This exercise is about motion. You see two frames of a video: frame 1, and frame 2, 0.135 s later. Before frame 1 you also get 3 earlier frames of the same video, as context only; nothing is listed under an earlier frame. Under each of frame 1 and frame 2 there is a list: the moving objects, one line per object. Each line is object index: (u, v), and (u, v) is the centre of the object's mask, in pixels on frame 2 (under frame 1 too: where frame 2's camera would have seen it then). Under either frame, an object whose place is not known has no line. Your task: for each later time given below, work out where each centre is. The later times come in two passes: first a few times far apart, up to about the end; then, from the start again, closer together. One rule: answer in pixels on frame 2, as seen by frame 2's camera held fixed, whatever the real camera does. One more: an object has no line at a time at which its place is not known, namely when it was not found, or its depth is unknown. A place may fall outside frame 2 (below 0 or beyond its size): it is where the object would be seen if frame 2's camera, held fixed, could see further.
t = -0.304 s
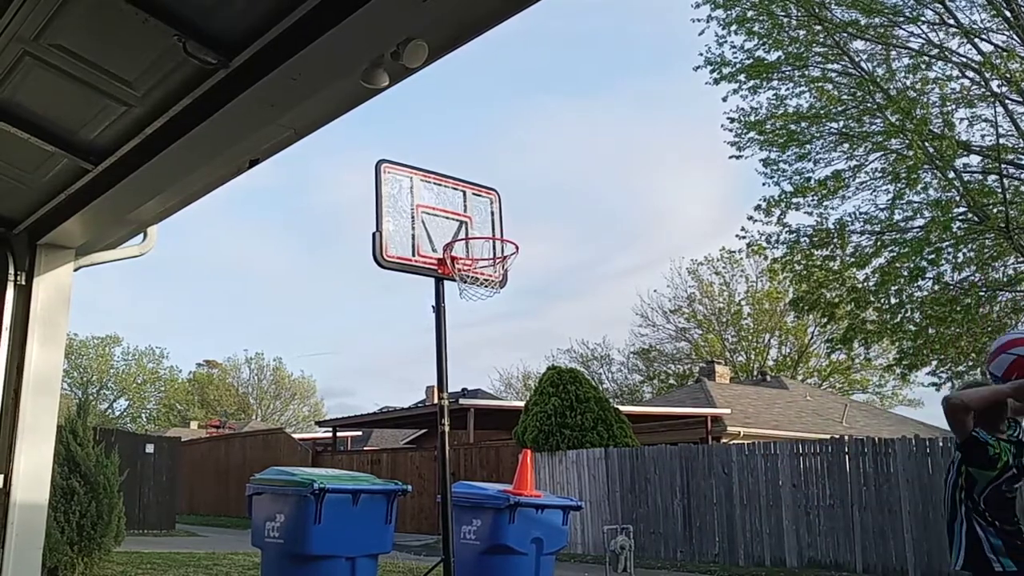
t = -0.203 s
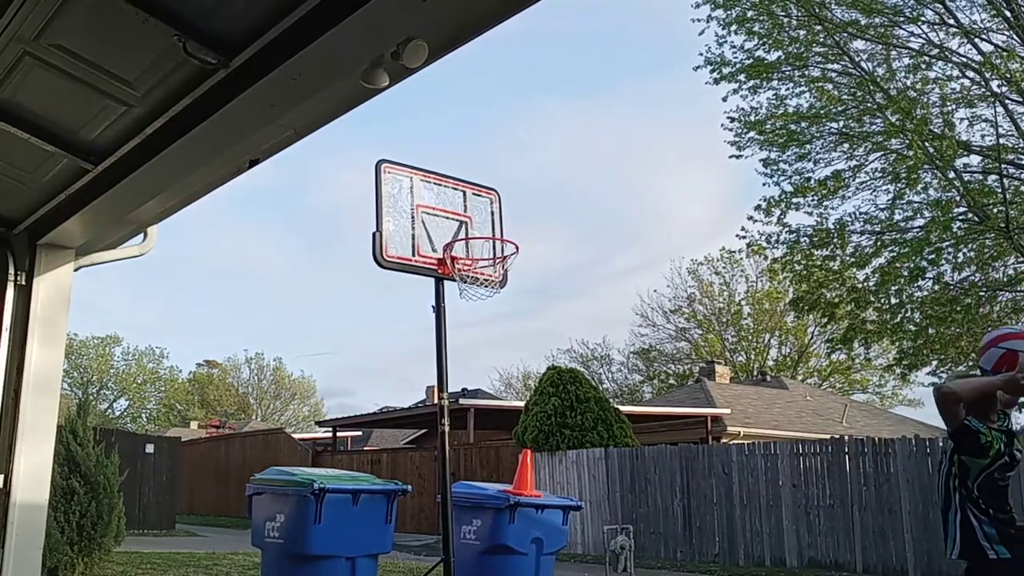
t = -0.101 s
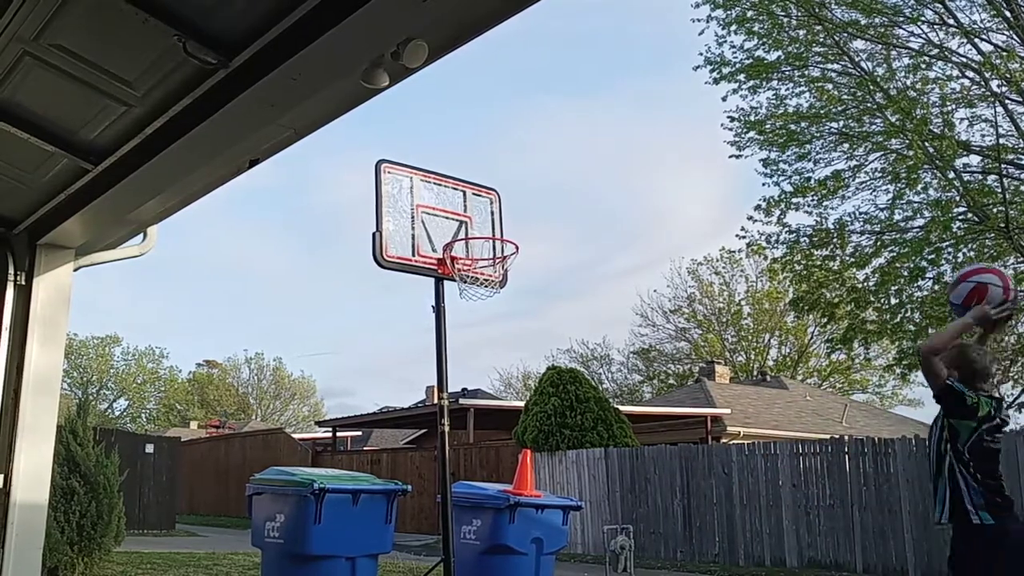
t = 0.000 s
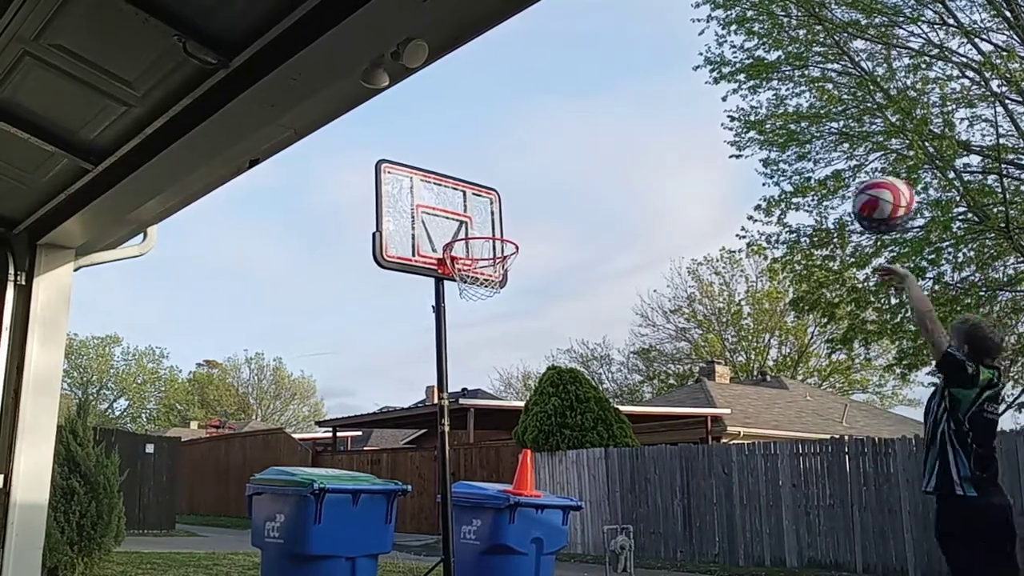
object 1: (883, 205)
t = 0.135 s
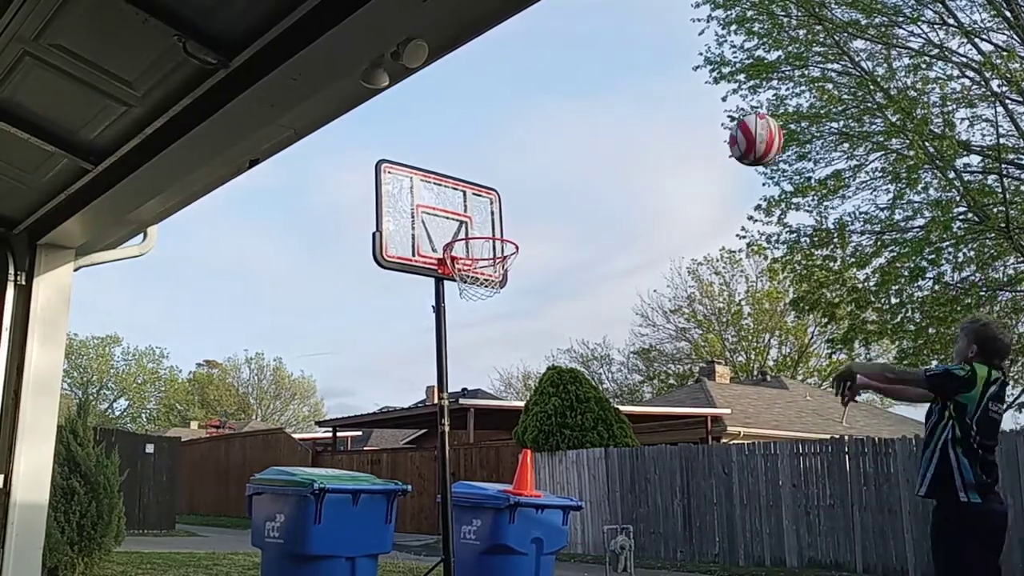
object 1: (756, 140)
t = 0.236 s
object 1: (678, 122)
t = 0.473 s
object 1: (536, 151)
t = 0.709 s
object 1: (440, 223)
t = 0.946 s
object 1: (460, 200)
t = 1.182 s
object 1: (483, 233)
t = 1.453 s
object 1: (470, 282)
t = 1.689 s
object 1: (473, 327)
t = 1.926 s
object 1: (477, 469)
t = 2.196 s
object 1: (486, 558)
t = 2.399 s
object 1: (500, 421)
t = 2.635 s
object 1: (515, 347)
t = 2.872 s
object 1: (532, 370)
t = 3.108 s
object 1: (553, 510)
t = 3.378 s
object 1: (578, 561)
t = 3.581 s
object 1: (597, 440)
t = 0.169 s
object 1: (729, 131)
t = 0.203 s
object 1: (702, 126)
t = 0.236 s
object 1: (678, 122)
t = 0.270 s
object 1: (654, 121)
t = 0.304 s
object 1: (632, 122)
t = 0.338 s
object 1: (611, 124)
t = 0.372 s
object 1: (591, 128)
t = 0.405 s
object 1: (572, 134)
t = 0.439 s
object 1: (554, 142)
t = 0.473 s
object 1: (536, 151)
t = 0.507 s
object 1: (519, 161)
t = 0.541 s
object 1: (503, 174)
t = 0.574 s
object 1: (487, 187)
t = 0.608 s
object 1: (472, 202)
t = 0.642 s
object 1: (457, 218)
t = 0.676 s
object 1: (445, 228)
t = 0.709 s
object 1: (440, 223)
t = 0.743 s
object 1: (434, 221)
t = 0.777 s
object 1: (436, 214)
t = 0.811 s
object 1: (441, 208)
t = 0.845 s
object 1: (446, 204)
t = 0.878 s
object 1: (451, 201)
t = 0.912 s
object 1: (455, 200)
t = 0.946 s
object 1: (460, 200)
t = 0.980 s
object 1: (465, 202)
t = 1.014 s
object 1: (470, 205)
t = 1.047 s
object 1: (474, 211)
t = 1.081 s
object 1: (479, 217)
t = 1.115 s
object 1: (483, 225)
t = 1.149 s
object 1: (485, 229)
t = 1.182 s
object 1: (483, 233)
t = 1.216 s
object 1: (482, 254)
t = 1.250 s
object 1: (480, 264)
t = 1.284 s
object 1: (477, 278)
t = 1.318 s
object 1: (477, 282)
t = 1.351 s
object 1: (475, 282)
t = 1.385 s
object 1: (474, 283)
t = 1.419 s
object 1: (472, 281)
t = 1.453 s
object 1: (470, 282)
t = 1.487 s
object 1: (469, 284)
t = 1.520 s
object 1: (470, 288)
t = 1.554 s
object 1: (470, 291)
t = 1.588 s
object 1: (471, 299)
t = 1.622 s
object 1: (472, 306)
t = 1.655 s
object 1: (472, 315)
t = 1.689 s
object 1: (473, 327)
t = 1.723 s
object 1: (473, 341)
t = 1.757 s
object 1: (474, 357)
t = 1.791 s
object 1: (474, 375)
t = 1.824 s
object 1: (475, 395)
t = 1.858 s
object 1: (476, 416)
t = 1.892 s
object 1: (477, 441)
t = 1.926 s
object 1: (477, 469)
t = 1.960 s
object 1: (480, 499)
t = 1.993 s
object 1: (478, 532)
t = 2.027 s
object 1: (478, 562)
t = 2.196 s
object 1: (486, 558)
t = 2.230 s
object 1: (488, 532)
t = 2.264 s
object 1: (491, 505)
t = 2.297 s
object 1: (492, 481)
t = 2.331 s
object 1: (496, 458)
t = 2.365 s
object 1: (498, 439)
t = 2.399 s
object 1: (500, 421)
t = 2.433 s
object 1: (502, 404)
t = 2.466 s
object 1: (504, 390)
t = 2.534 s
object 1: (508, 367)
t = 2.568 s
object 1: (510, 359)
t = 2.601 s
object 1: (512, 352)
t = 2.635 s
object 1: (515, 347)
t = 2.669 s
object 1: (517, 344)
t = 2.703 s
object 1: (520, 344)
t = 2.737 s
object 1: (522, 344)
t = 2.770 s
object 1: (525, 348)
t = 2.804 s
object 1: (527, 353)
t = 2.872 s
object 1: (532, 370)
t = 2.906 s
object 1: (535, 382)
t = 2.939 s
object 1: (538, 396)
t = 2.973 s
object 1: (541, 413)
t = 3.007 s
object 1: (543, 433)
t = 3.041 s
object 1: (546, 456)
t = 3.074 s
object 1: (549, 482)
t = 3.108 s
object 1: (553, 510)
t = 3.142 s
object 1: (556, 542)
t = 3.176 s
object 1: (560, 564)
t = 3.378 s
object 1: (578, 561)
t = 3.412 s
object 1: (581, 543)
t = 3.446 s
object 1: (584, 517)
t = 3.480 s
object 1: (588, 495)
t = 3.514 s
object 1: (591, 475)
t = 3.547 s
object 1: (593, 456)
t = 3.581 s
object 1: (597, 440)
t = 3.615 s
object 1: (601, 427)
